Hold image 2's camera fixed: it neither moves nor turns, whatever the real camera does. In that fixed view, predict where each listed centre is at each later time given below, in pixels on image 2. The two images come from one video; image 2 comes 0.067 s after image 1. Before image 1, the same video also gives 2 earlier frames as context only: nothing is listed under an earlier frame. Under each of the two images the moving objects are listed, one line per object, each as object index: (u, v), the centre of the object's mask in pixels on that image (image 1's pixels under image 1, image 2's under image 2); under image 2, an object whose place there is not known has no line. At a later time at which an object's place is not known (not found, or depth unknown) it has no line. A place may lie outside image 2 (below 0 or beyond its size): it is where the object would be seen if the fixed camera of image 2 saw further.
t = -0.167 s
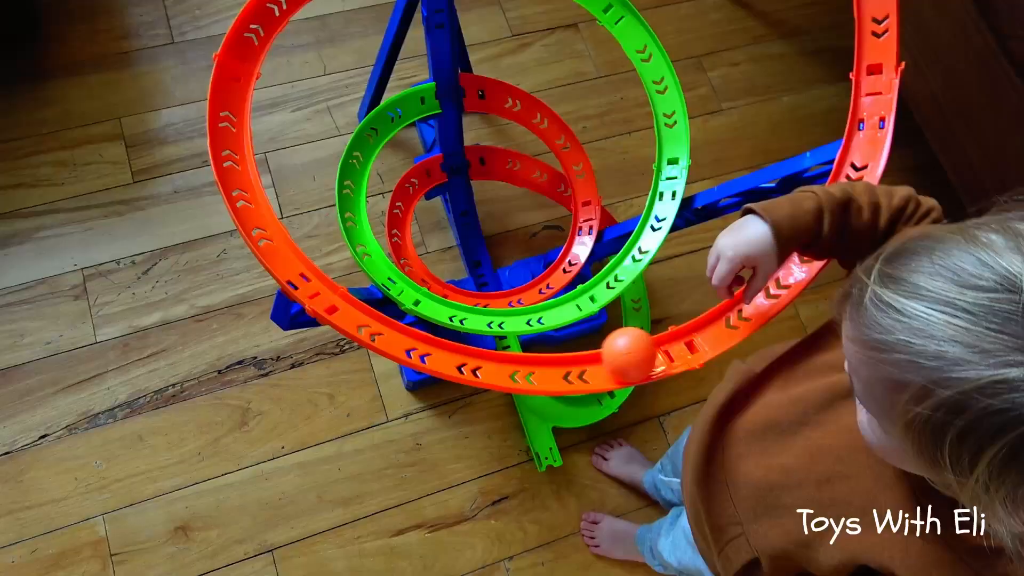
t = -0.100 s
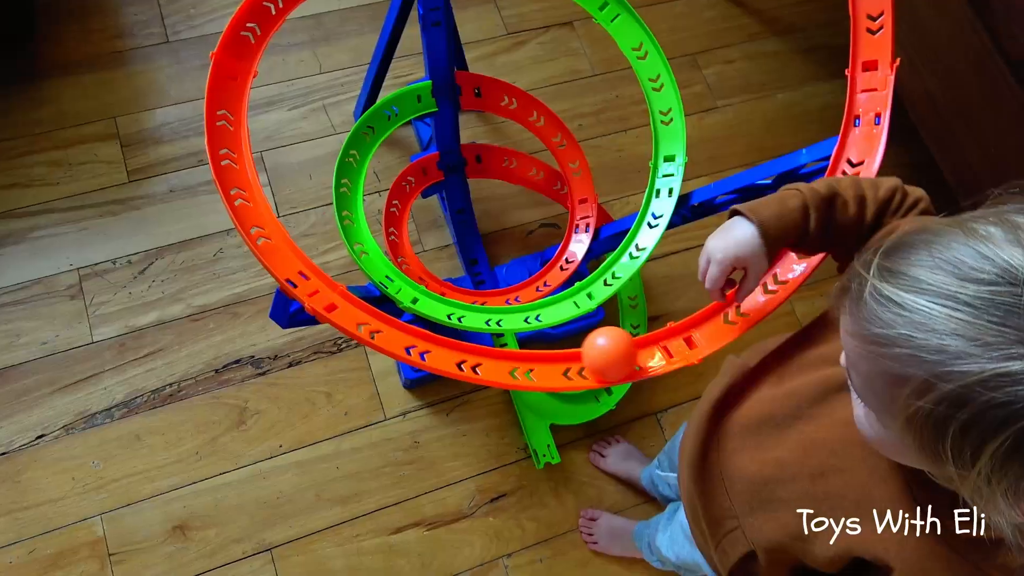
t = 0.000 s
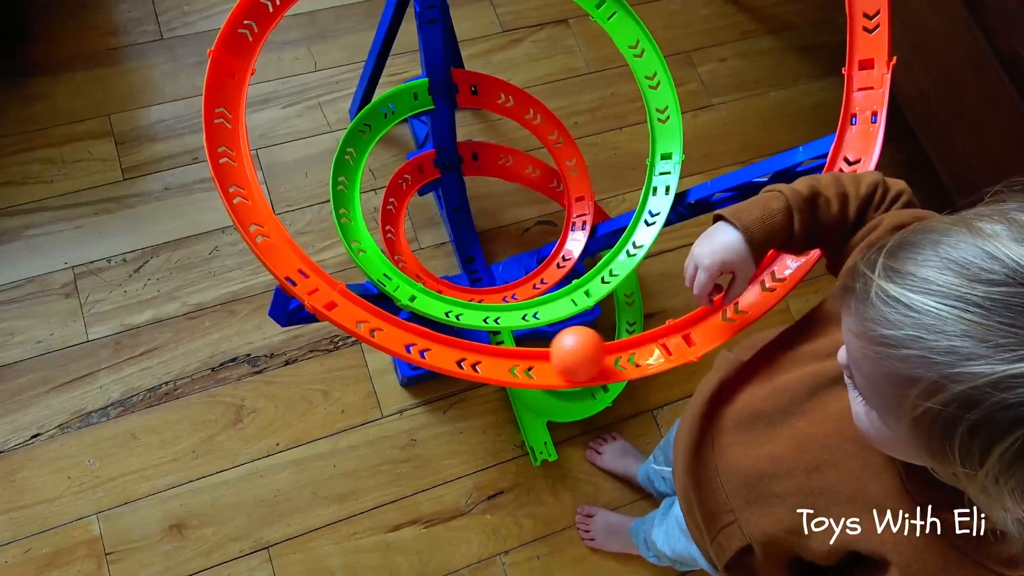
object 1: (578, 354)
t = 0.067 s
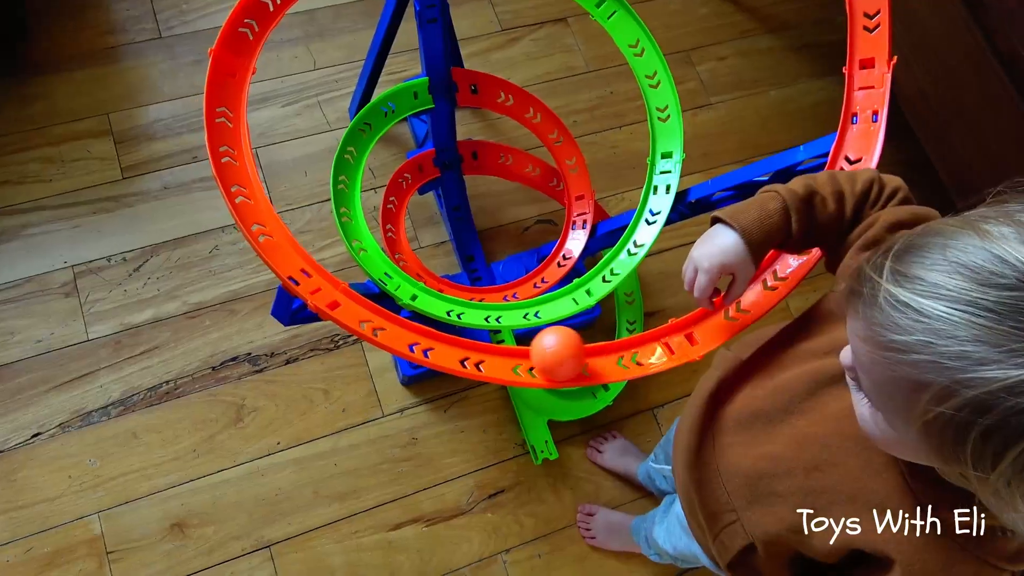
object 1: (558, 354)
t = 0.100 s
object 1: (547, 353)
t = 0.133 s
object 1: (536, 352)
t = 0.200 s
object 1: (512, 350)
